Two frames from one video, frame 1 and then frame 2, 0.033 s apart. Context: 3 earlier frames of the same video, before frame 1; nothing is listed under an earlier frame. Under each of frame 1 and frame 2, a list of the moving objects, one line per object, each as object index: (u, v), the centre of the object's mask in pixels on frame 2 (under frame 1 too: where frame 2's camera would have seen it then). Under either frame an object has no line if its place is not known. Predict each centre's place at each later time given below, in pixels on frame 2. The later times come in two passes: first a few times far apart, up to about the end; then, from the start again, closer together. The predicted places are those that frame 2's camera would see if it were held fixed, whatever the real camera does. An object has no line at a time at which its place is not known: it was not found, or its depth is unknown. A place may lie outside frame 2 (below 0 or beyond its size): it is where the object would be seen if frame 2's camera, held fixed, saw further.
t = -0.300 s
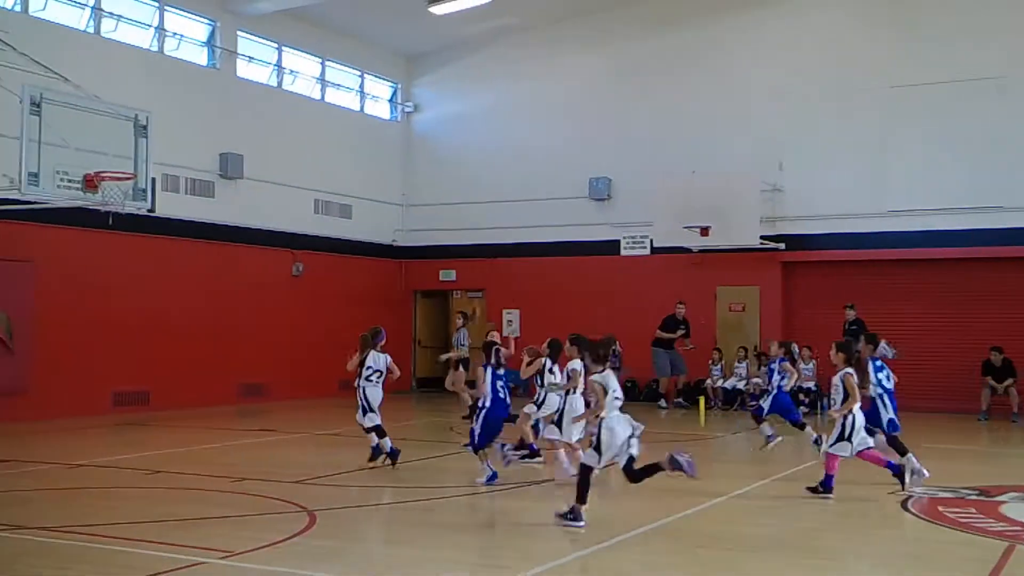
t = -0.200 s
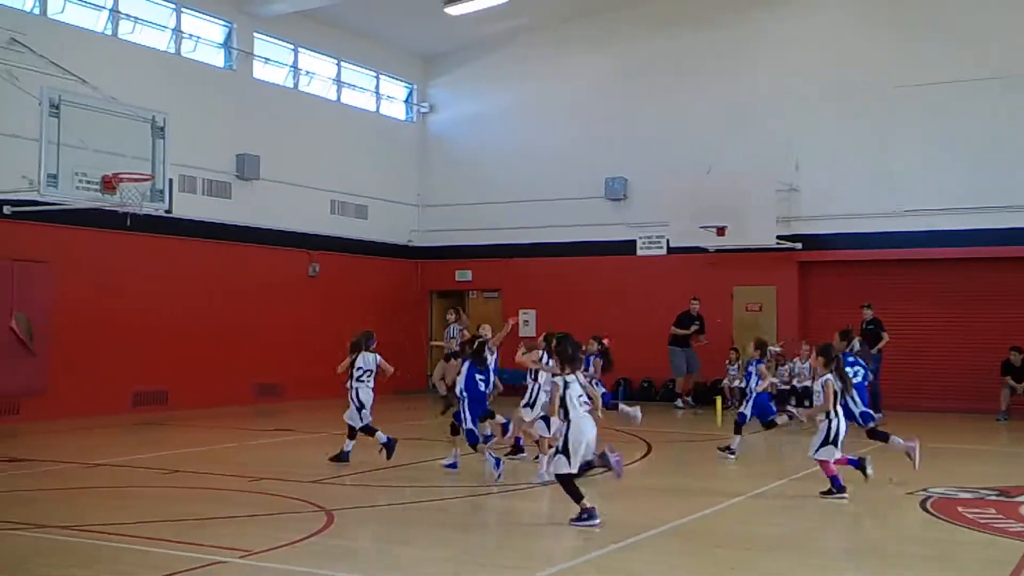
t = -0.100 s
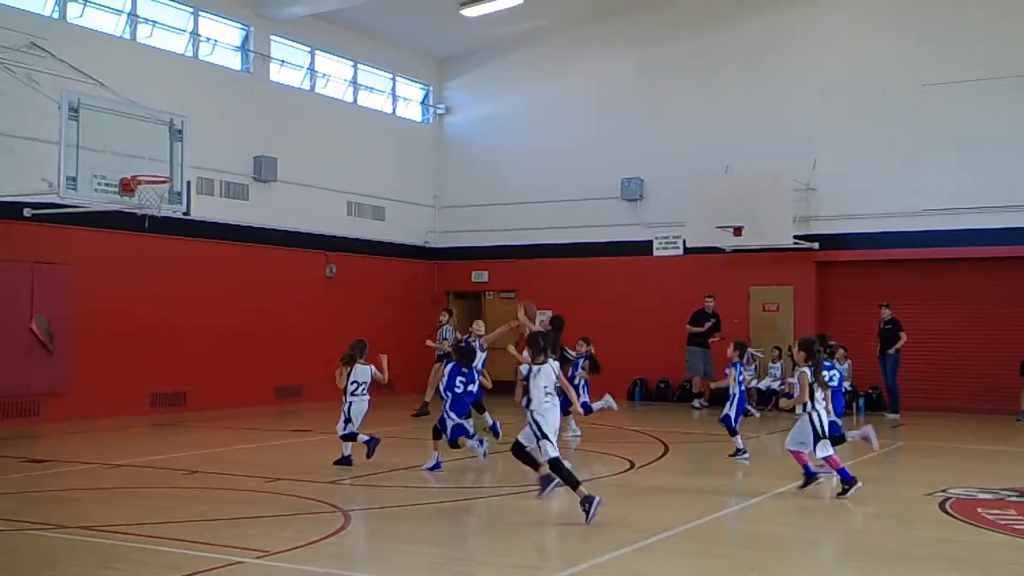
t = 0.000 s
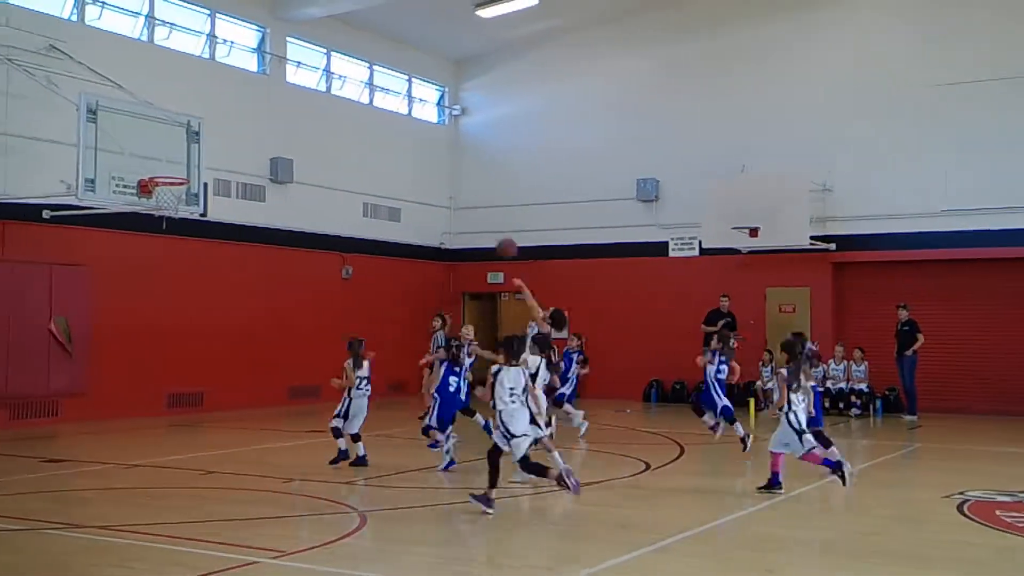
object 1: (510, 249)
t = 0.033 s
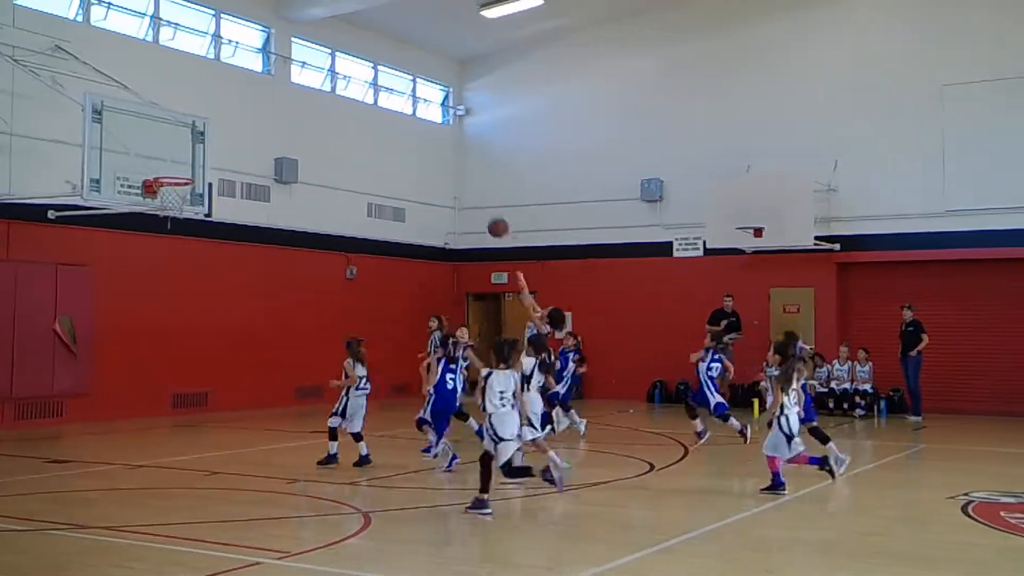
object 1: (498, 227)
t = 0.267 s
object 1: (411, 120)
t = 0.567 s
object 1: (310, 58)
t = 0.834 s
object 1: (227, 72)
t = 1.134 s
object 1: (147, 151)
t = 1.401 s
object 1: (206, 155)
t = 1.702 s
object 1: (279, 197)
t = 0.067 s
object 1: (485, 209)
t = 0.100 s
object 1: (473, 190)
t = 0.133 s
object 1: (461, 174)
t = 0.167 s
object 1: (449, 157)
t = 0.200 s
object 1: (436, 145)
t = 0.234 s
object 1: (424, 131)
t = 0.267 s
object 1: (411, 120)
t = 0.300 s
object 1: (400, 107)
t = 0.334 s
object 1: (388, 98)
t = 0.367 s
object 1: (377, 90)
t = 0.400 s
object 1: (364, 81)
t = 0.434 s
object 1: (353, 76)
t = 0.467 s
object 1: (342, 69)
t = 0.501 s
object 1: (331, 65)
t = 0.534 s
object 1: (319, 60)
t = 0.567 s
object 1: (310, 58)
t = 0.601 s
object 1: (300, 56)
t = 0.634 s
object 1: (291, 56)
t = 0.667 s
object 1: (280, 56)
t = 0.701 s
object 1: (270, 57)
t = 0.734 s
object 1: (259, 60)
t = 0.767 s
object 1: (247, 63)
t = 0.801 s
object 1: (237, 68)
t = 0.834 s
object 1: (227, 72)
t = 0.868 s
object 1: (217, 78)
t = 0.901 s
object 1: (208, 84)
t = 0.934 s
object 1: (198, 93)
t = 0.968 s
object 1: (187, 101)
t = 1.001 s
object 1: (177, 110)
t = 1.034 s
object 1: (167, 120)
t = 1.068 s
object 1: (157, 131)
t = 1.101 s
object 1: (147, 142)
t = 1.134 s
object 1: (147, 151)
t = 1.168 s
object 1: (152, 159)
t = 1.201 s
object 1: (158, 168)
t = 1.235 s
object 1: (165, 165)
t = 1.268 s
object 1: (173, 161)
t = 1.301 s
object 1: (181, 159)
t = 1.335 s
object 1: (189, 156)
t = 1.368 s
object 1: (198, 155)
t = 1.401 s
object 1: (206, 155)
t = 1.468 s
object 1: (222, 158)
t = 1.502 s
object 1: (230, 160)
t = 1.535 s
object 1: (238, 163)
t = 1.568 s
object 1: (246, 168)
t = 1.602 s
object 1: (254, 174)
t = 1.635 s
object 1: (263, 180)
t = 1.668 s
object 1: (271, 188)
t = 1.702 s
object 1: (279, 197)
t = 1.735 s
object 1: (287, 207)
